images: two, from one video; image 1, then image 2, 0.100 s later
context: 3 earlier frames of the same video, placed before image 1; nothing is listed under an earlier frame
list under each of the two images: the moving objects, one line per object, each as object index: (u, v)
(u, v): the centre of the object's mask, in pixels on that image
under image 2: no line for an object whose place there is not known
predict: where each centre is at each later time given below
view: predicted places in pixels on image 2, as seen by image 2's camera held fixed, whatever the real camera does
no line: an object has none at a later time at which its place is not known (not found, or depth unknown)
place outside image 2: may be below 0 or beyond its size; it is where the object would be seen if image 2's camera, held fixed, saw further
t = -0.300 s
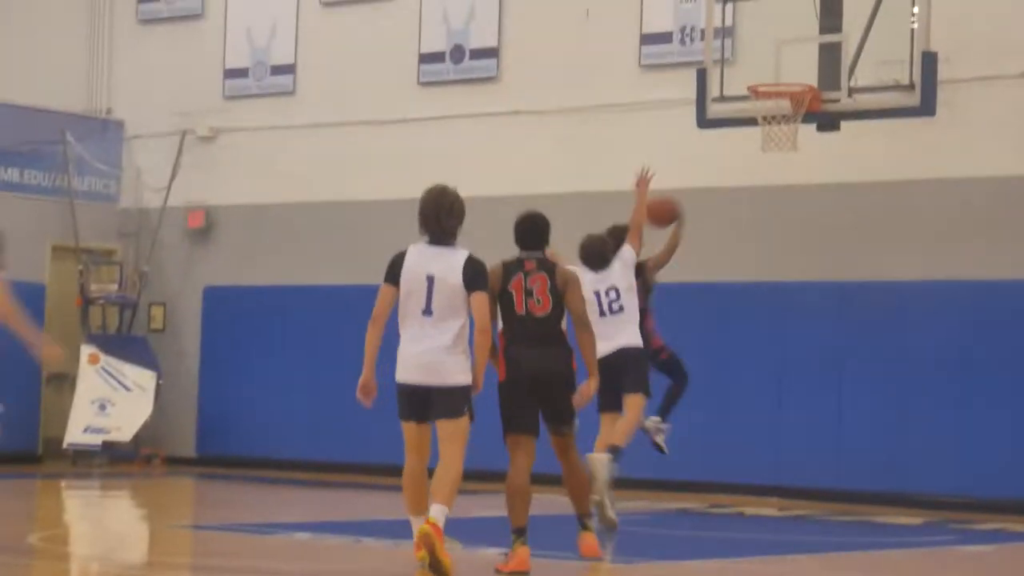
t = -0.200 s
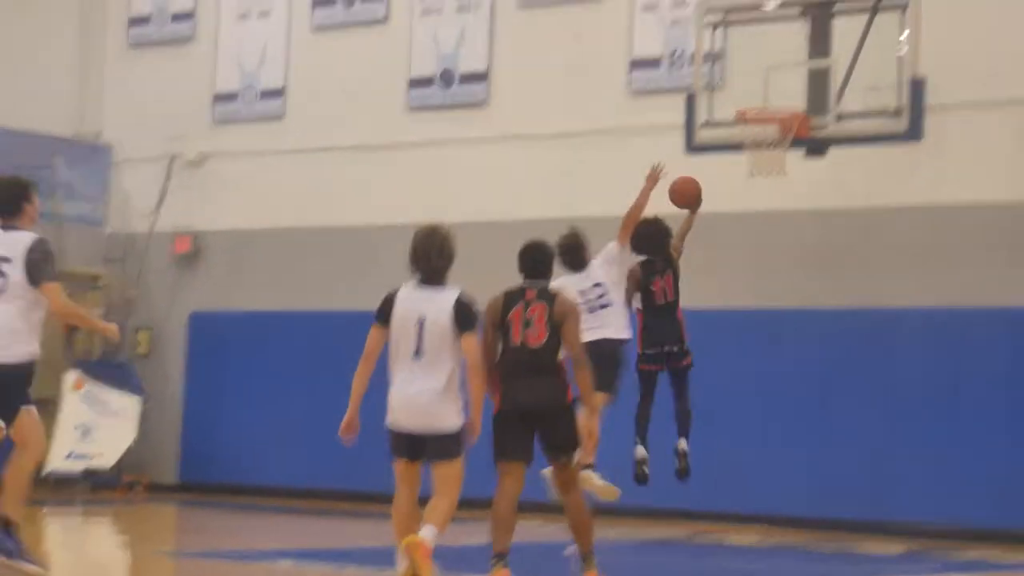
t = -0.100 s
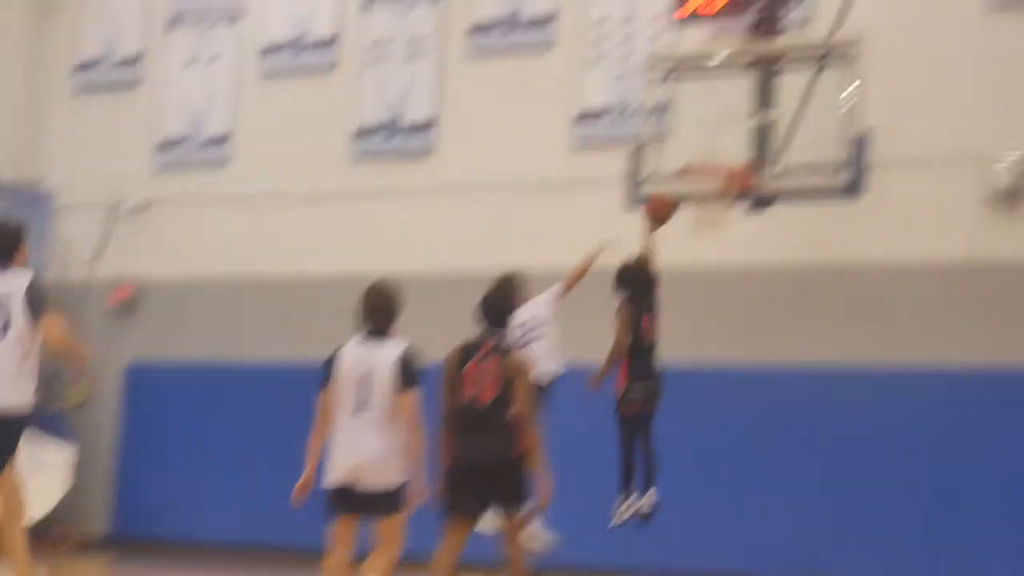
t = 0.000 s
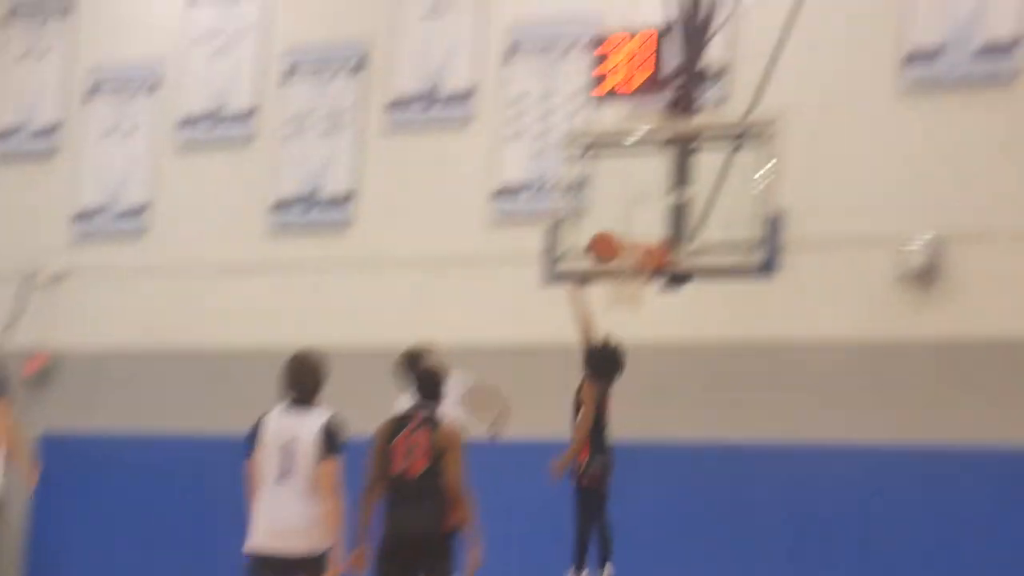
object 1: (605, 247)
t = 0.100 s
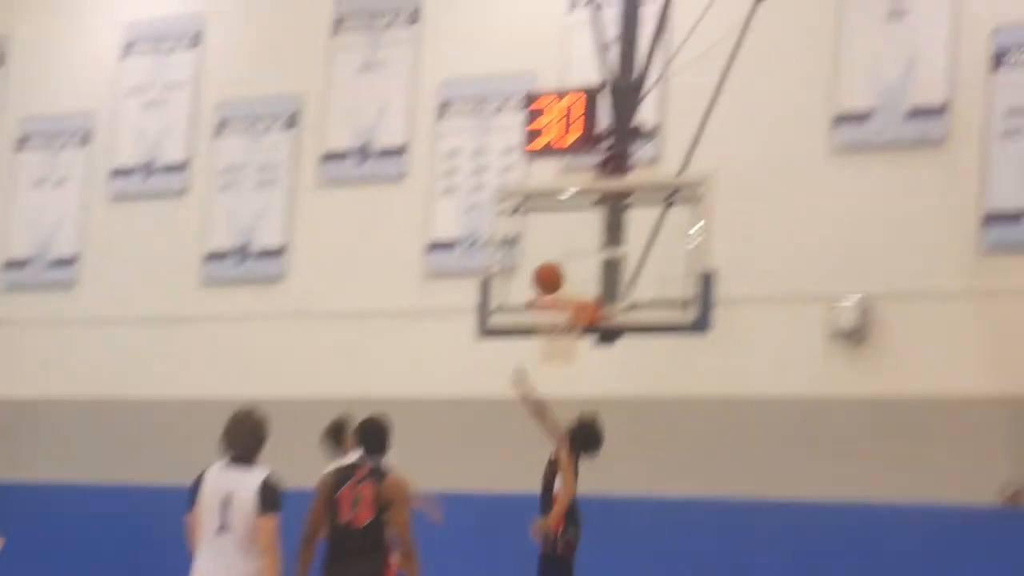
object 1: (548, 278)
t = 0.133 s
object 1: (552, 272)
